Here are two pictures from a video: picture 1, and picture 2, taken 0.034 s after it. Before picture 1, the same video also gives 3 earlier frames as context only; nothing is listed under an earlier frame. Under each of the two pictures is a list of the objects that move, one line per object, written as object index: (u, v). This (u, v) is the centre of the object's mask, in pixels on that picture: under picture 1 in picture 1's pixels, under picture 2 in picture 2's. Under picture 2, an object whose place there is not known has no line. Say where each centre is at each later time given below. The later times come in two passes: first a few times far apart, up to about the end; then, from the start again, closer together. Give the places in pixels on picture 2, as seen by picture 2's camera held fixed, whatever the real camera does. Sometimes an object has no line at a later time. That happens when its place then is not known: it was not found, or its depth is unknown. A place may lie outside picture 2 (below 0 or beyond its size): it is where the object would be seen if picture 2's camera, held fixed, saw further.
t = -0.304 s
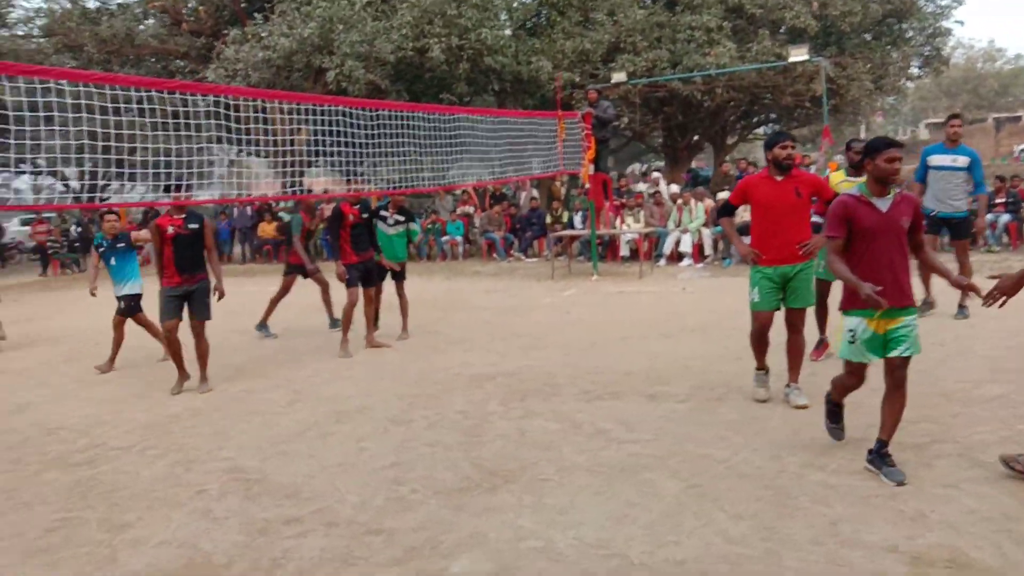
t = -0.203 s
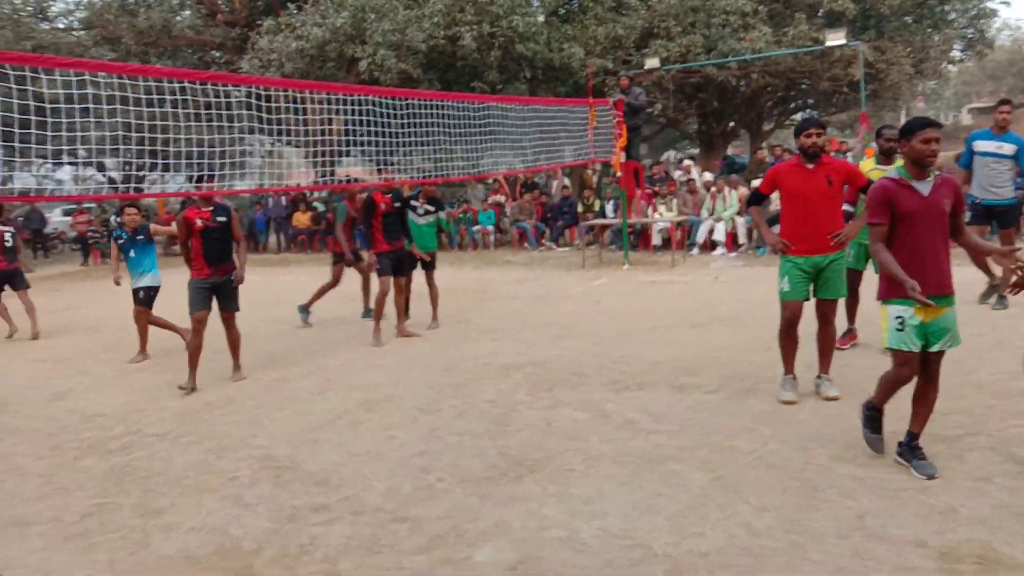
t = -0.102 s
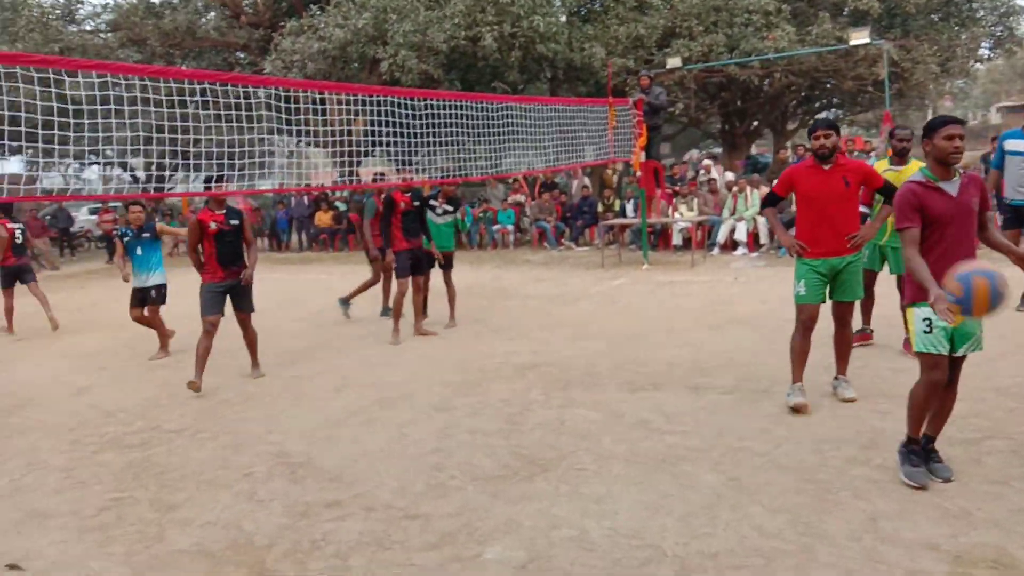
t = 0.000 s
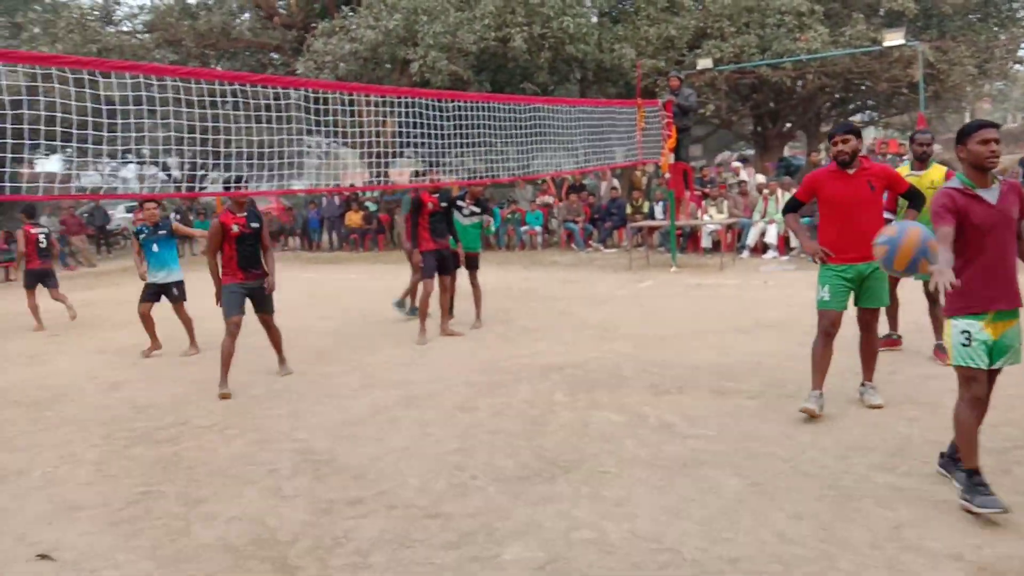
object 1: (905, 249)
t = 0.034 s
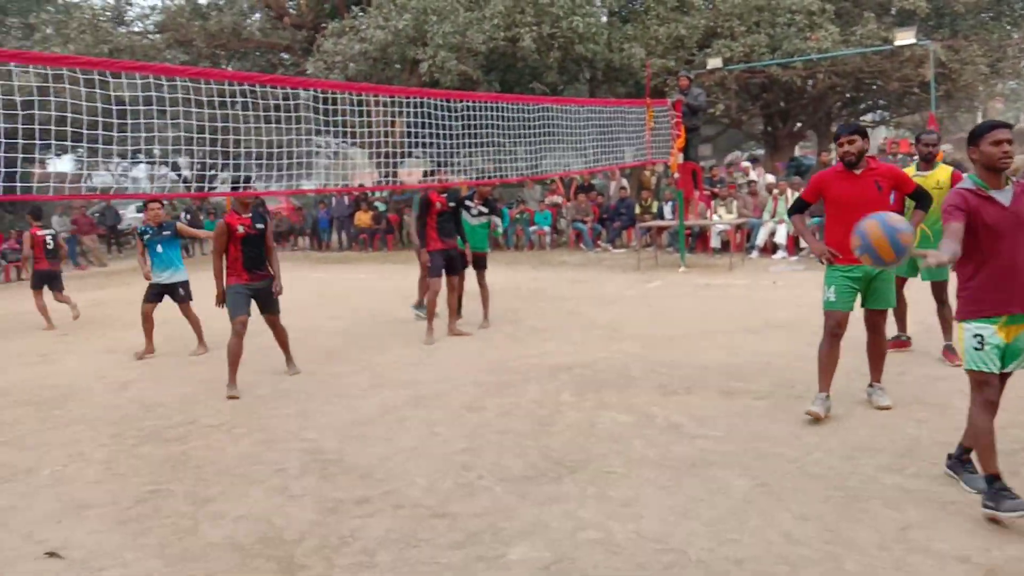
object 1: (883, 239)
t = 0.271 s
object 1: (681, 258)
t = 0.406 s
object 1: (590, 325)
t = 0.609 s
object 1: (490, 481)
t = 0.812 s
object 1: (387, 362)
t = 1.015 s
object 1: (304, 322)
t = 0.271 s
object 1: (681, 258)
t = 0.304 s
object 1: (657, 272)
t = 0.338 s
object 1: (632, 288)
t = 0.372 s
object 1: (610, 306)
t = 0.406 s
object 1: (590, 325)
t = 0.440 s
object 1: (570, 347)
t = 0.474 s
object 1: (553, 371)
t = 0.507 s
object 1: (536, 396)
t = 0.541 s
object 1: (520, 422)
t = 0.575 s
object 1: (504, 450)
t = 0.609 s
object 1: (490, 481)
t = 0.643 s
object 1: (473, 463)
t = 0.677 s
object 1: (455, 438)
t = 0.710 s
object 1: (436, 415)
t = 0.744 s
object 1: (419, 395)
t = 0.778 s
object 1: (404, 377)
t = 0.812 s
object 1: (387, 362)
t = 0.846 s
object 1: (370, 350)
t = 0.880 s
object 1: (356, 340)
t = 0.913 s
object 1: (342, 332)
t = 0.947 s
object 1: (329, 326)
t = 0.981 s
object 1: (316, 323)
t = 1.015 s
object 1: (304, 322)
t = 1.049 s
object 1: (293, 322)
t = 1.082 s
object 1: (281, 325)
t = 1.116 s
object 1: (269, 330)
